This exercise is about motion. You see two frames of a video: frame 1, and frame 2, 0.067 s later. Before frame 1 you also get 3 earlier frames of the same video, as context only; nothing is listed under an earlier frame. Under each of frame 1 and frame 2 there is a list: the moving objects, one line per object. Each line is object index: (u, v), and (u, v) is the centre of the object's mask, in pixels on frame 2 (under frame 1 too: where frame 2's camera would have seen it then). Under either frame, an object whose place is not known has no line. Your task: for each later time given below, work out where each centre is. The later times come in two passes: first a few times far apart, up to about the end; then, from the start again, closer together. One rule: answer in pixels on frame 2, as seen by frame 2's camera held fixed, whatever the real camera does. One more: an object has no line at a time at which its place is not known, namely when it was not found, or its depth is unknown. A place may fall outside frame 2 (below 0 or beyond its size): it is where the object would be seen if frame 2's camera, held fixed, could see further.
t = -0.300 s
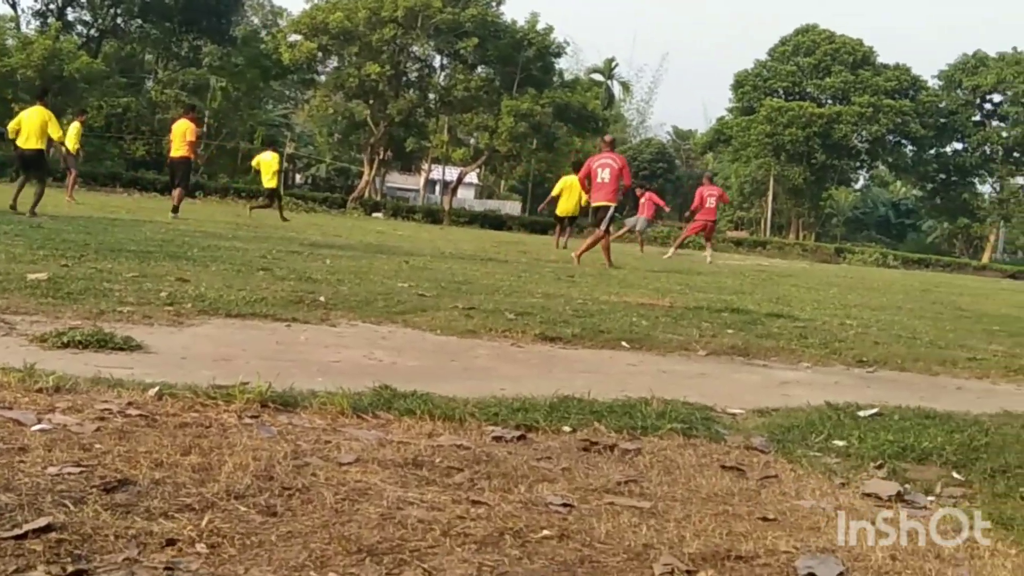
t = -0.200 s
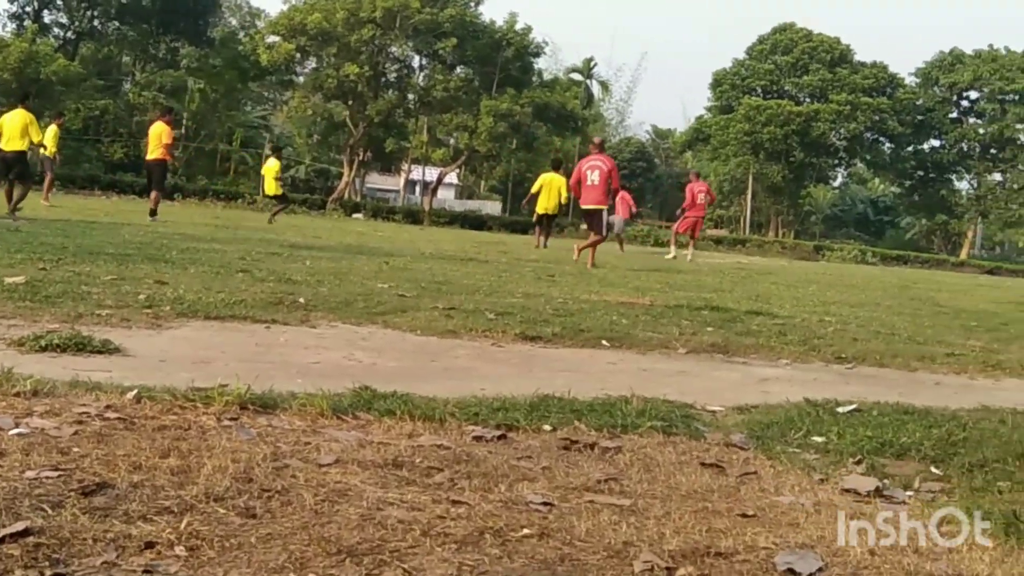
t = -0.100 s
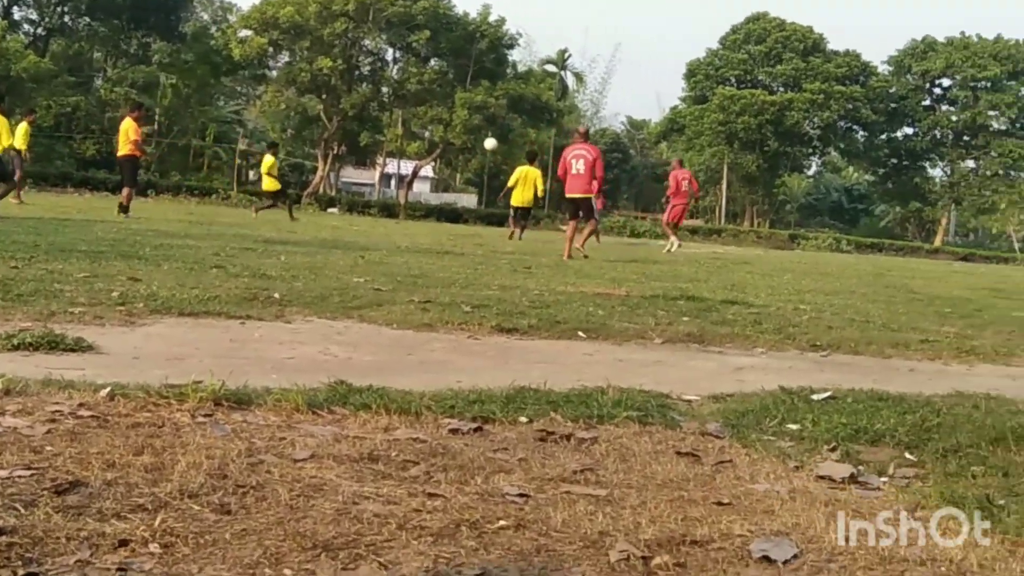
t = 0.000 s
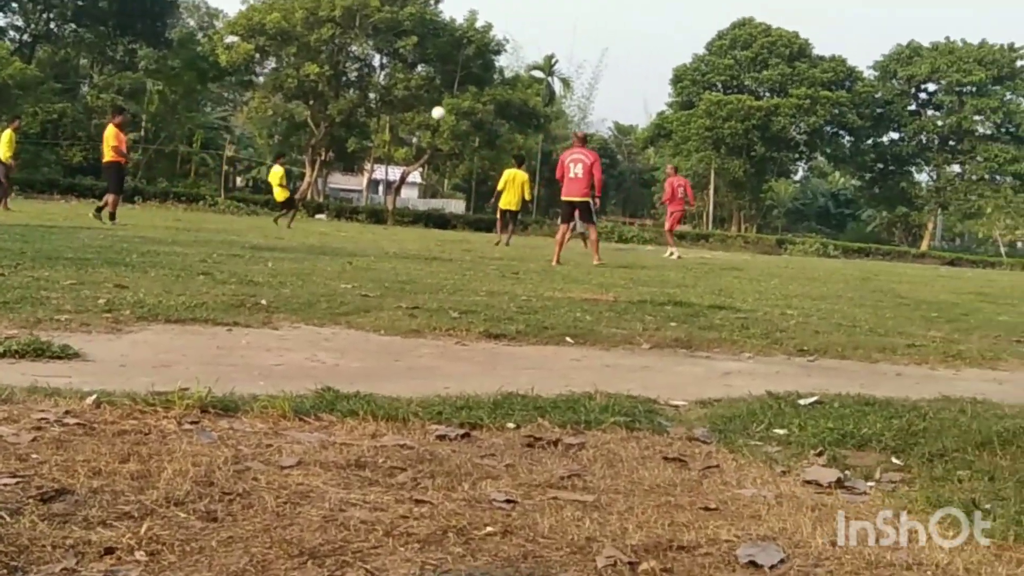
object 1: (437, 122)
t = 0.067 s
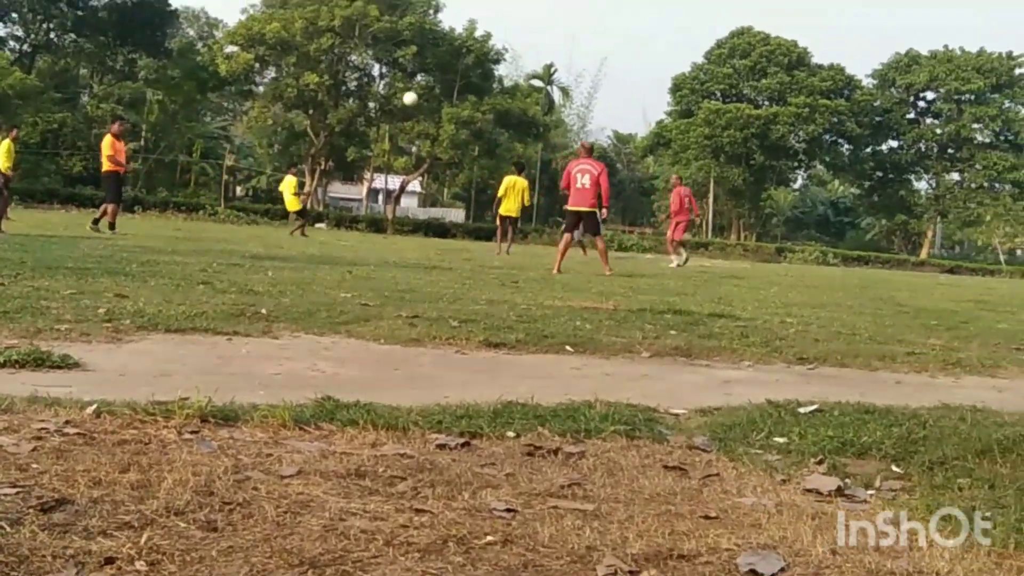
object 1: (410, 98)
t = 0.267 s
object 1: (317, 32)
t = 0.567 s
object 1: (150, -41)
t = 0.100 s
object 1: (395, 87)
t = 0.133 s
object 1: (381, 76)
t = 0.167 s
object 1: (365, 64)
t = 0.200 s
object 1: (350, 53)
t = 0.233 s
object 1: (334, 42)
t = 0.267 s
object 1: (317, 32)
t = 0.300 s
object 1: (302, 22)
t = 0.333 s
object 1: (284, 13)
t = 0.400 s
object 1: (254, 1)
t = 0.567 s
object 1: (150, -41)
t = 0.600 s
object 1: (125, -48)
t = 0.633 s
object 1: (98, -54)
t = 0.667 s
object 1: (71, -59)
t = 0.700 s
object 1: (42, -64)
